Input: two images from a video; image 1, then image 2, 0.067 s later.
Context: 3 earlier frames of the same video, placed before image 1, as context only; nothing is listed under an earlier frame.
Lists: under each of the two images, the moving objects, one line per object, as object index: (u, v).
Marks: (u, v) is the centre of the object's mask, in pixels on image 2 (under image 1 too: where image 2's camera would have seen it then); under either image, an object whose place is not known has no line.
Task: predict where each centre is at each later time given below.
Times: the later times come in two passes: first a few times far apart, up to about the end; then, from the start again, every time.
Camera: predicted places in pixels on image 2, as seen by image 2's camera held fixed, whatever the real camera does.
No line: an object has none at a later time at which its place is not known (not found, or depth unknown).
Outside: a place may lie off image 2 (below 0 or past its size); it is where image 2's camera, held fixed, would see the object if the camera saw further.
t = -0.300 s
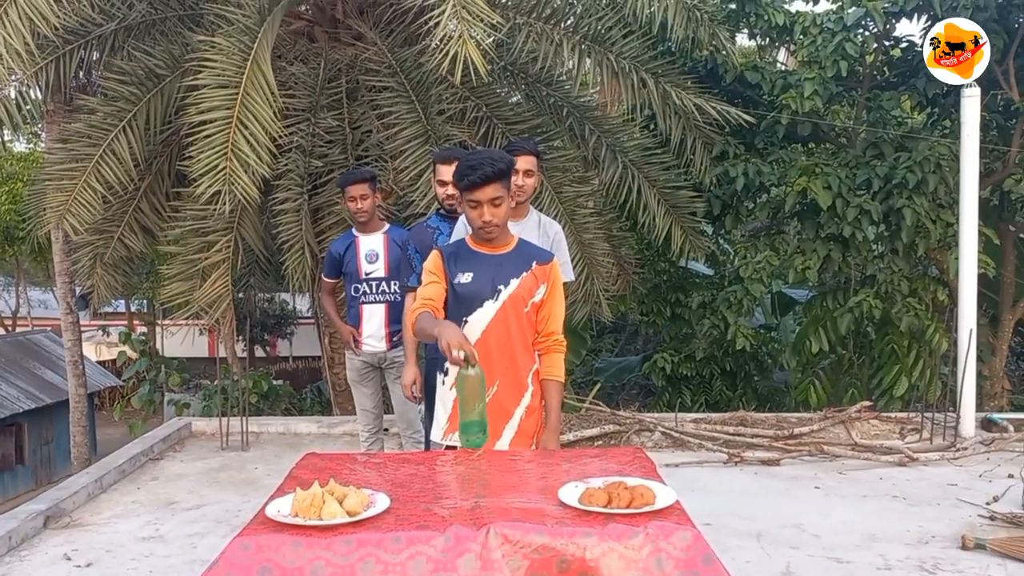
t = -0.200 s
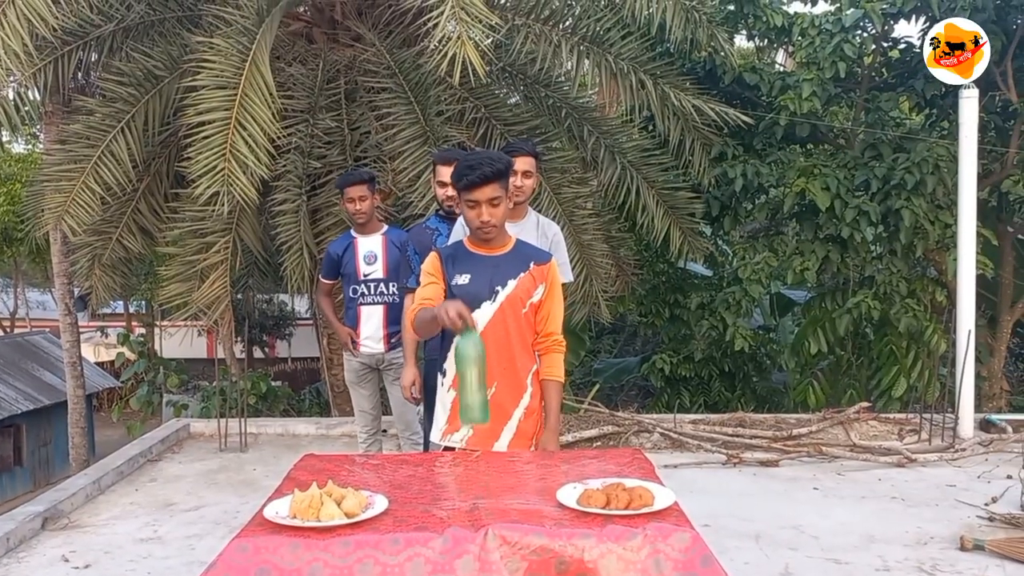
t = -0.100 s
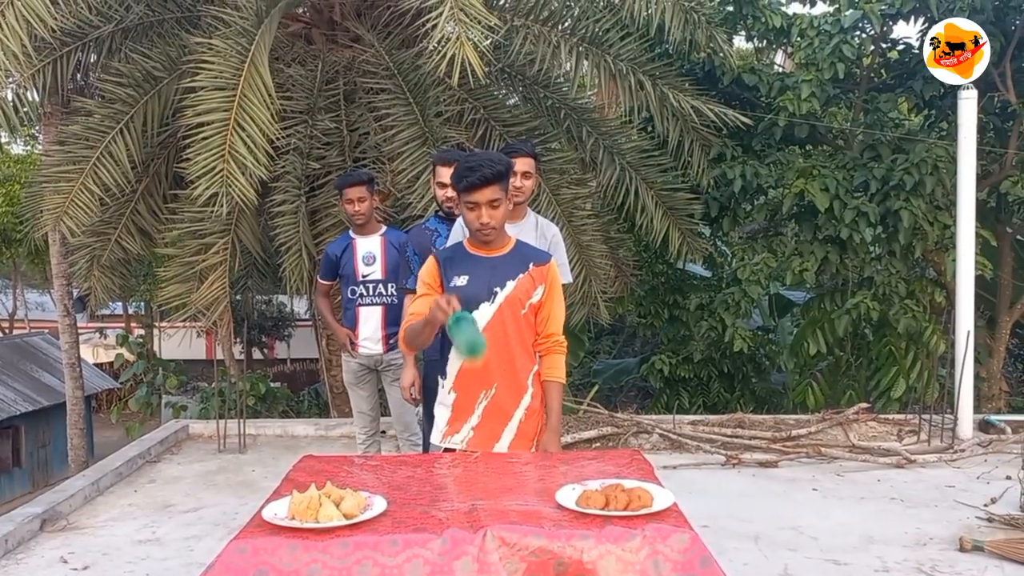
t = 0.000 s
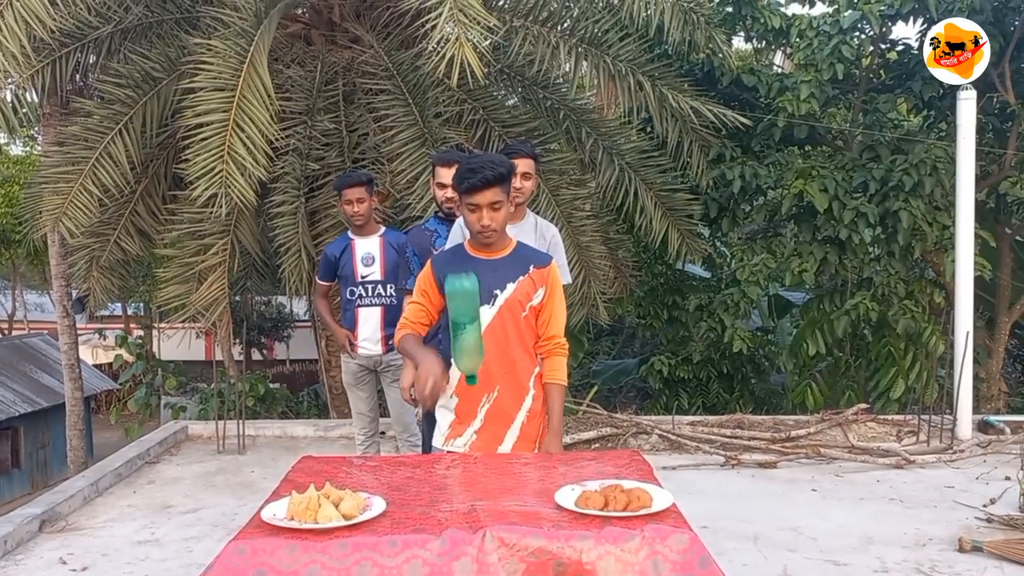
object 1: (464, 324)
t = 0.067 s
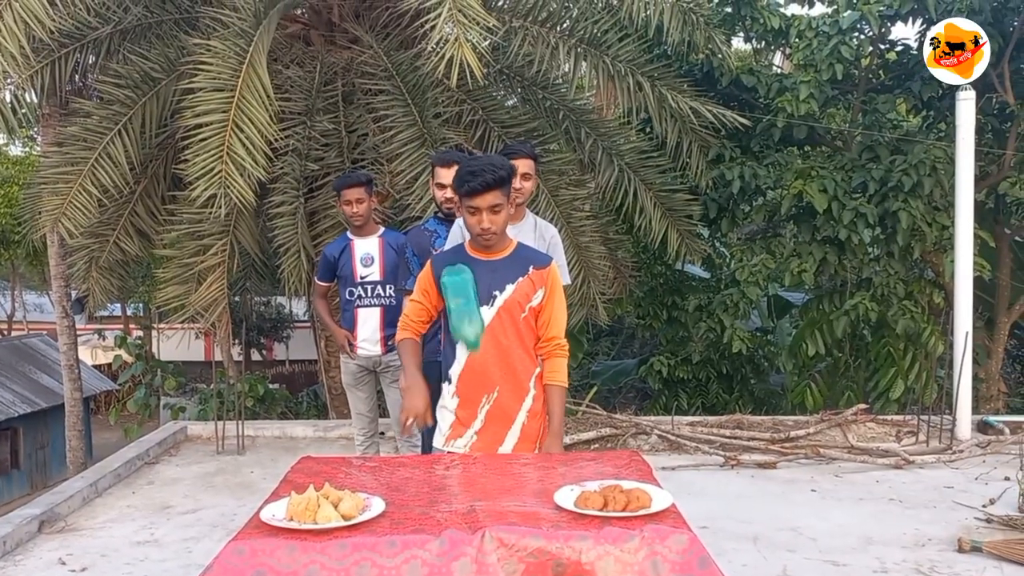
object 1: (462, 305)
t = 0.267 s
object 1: (449, 361)
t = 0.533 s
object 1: (426, 423)
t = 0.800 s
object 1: (415, 421)
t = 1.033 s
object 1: (445, 418)
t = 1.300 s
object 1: (439, 418)
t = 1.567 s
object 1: (435, 418)
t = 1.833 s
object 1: (438, 418)
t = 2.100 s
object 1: (438, 418)
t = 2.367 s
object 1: (437, 418)
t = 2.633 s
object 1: (438, 418)
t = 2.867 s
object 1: (437, 419)
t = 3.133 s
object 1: (437, 418)
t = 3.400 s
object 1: (438, 420)
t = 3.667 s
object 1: (437, 421)
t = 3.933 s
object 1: (437, 420)
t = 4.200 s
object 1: (437, 420)
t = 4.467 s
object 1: (437, 421)
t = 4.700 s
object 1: (437, 420)
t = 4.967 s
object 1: (437, 421)
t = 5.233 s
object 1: (437, 420)
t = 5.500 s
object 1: (437, 418)
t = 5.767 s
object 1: (436, 418)
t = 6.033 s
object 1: (436, 420)
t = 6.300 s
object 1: (437, 420)
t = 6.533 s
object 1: (437, 419)
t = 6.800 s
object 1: (437, 419)
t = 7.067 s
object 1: (436, 418)
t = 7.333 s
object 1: (436, 418)
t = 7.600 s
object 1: (436, 418)
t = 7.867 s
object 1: (437, 418)
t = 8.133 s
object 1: (436, 418)
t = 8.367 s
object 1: (437, 418)
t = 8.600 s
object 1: (436, 418)
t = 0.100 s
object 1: (459, 297)
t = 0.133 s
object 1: (458, 301)
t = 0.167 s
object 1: (455, 307)
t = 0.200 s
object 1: (453, 320)
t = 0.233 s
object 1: (451, 338)
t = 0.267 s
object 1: (449, 361)
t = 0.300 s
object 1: (447, 392)
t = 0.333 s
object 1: (444, 418)
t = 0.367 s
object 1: (441, 423)
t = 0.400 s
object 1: (437, 423)
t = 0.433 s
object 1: (434, 423)
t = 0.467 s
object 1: (431, 423)
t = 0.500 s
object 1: (429, 423)
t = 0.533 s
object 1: (426, 423)
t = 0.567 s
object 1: (422, 423)
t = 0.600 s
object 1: (420, 424)
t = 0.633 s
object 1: (419, 422)
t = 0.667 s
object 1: (418, 422)
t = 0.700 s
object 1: (417, 421)
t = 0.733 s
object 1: (416, 421)
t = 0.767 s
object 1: (416, 422)
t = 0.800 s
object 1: (415, 421)
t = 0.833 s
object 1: (417, 422)
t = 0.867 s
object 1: (419, 422)
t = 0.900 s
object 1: (423, 418)
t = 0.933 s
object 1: (428, 419)
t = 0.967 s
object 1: (435, 418)
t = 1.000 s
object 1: (442, 418)
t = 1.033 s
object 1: (445, 418)
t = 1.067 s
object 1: (445, 419)
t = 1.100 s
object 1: (442, 419)
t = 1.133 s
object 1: (440, 419)
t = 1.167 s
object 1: (437, 417)
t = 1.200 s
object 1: (436, 418)
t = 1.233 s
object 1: (438, 418)
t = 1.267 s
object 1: (440, 418)
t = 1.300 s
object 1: (439, 418)
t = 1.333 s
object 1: (436, 417)
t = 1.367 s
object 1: (435, 417)
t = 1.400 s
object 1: (437, 418)
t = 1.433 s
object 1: (439, 418)
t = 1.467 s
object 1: (440, 418)
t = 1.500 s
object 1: (439, 417)
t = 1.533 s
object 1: (436, 419)
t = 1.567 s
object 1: (435, 418)
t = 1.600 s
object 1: (436, 417)
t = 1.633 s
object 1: (437, 417)
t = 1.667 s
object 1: (438, 418)
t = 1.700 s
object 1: (437, 418)
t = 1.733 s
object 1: (437, 418)
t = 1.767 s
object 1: (438, 418)
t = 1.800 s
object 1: (439, 418)
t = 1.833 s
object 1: (438, 418)
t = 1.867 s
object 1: (438, 418)
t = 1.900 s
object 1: (437, 418)
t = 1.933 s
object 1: (436, 418)
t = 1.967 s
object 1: (437, 418)
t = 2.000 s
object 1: (438, 418)
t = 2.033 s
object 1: (438, 418)
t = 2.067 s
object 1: (438, 418)
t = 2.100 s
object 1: (438, 418)
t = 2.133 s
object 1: (437, 418)
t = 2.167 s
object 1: (437, 418)
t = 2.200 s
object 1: (437, 418)
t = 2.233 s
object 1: (437, 418)
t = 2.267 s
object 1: (438, 418)
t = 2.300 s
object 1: (438, 418)
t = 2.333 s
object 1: (438, 418)
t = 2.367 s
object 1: (437, 418)
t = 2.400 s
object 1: (437, 418)
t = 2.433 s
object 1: (437, 418)
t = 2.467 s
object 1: (437, 418)
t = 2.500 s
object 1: (437, 418)
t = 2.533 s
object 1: (437, 418)
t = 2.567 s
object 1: (436, 418)
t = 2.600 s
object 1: (437, 417)
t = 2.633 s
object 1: (438, 418)
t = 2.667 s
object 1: (439, 418)
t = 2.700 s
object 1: (439, 417)
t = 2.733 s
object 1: (438, 417)
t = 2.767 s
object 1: (437, 418)
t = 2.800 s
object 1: (436, 418)
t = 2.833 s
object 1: (437, 419)
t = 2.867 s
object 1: (437, 419)
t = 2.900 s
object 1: (437, 419)
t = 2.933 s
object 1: (437, 419)
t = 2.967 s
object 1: (438, 419)
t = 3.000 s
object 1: (438, 419)
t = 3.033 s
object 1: (439, 419)
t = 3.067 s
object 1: (439, 418)
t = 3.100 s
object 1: (438, 418)
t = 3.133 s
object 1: (437, 418)
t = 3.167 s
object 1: (436, 418)
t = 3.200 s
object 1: (437, 418)
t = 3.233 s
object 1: (437, 420)
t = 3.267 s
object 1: (438, 420)
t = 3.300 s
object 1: (438, 420)
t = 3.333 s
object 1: (438, 420)
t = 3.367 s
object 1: (438, 420)
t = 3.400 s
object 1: (438, 420)
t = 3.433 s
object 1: (437, 420)
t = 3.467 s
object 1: (437, 421)
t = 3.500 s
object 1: (437, 421)
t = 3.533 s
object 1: (436, 421)
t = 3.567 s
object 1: (436, 420)
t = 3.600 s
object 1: (436, 421)
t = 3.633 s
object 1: (437, 421)
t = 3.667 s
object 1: (437, 421)
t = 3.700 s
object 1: (437, 420)
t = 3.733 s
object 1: (437, 421)
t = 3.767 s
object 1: (437, 421)
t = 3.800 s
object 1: (436, 420)
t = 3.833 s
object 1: (437, 420)
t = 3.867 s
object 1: (437, 421)
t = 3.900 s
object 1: (437, 420)
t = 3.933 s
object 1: (437, 420)
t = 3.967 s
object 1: (437, 421)
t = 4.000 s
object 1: (437, 420)
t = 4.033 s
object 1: (437, 420)
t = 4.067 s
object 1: (437, 420)
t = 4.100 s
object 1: (437, 420)
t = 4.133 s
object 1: (437, 420)
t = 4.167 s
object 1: (437, 420)
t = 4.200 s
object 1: (437, 420)
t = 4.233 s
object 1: (437, 420)
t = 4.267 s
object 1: (437, 420)
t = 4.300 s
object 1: (437, 421)
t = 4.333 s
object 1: (437, 420)
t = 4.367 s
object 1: (437, 421)
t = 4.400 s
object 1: (437, 420)
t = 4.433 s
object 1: (437, 421)
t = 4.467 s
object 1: (437, 421)
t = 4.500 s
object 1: (437, 421)
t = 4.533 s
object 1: (437, 421)
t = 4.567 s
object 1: (437, 421)
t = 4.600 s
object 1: (437, 420)
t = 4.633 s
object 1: (438, 421)
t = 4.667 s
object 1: (438, 421)
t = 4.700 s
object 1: (437, 420)
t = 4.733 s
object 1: (437, 420)
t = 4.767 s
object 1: (437, 421)
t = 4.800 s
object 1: (437, 421)
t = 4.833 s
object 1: (437, 421)
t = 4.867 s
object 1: (437, 421)
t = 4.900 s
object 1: (437, 421)
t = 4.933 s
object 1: (437, 421)
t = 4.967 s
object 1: (437, 421)
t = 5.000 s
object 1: (437, 421)
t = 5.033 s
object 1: (437, 421)
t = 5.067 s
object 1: (437, 421)
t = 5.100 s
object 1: (437, 420)
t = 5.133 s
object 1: (437, 421)
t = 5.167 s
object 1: (437, 421)
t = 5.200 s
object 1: (437, 420)
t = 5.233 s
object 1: (437, 420)
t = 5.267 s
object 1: (437, 420)
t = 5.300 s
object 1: (437, 420)
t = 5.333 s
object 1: (437, 420)
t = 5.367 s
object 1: (437, 420)
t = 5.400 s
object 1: (437, 420)
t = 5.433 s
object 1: (437, 419)
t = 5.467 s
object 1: (437, 419)
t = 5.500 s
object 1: (437, 418)
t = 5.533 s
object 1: (437, 418)
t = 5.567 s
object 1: (437, 417)
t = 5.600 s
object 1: (437, 417)
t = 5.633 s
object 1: (437, 417)
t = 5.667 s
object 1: (436, 418)
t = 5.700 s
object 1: (437, 417)
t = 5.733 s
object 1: (436, 417)
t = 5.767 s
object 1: (436, 418)
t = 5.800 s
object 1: (437, 418)
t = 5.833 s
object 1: (437, 418)
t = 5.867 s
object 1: (436, 418)
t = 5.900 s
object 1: (436, 418)
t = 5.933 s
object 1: (437, 418)
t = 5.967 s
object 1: (437, 418)
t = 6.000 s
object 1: (436, 420)
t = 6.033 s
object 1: (436, 420)
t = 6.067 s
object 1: (436, 420)
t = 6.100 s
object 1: (437, 420)
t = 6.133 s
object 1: (437, 420)
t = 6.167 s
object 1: (436, 420)
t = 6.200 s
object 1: (436, 420)
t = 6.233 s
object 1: (437, 420)
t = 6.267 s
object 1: (437, 420)
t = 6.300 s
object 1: (437, 420)
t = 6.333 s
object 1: (437, 420)
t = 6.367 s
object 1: (437, 420)
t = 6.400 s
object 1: (437, 420)
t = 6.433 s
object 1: (437, 419)
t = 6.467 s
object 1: (437, 420)
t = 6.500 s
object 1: (437, 420)
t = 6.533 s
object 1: (437, 419)
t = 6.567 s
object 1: (437, 420)
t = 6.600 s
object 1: (437, 420)
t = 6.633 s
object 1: (437, 420)
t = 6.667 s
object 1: (437, 419)
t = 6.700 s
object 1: (437, 420)
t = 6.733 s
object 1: (437, 420)
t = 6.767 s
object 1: (437, 420)
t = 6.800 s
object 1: (437, 419)
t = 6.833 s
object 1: (437, 420)
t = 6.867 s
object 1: (436, 419)
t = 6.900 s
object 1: (436, 419)
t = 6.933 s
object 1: (436, 418)
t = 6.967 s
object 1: (436, 418)
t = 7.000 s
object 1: (436, 419)
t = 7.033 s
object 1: (436, 419)
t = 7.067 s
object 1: (436, 418)
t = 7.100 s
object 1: (436, 418)
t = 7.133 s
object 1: (436, 418)
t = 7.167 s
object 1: (436, 418)
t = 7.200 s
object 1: (436, 418)
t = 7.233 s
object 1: (436, 418)
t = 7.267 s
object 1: (436, 418)
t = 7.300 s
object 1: (436, 418)
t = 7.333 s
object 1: (436, 418)
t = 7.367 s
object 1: (436, 418)
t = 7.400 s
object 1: (436, 418)
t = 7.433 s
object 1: (436, 418)
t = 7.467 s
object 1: (436, 417)
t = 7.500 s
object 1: (436, 419)
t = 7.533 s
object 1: (436, 419)
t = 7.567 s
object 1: (436, 418)
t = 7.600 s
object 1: (436, 418)
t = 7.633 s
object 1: (436, 418)
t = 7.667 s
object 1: (436, 418)
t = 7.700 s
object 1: (436, 418)
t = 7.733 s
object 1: (436, 418)
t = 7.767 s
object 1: (436, 418)
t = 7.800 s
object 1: (436, 417)
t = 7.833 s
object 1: (436, 418)
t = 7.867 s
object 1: (437, 418)
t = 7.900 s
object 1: (436, 418)
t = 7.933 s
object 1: (436, 418)
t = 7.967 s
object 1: (436, 418)
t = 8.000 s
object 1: (436, 418)
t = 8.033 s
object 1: (436, 418)
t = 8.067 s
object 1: (436, 418)
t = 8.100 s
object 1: (436, 418)
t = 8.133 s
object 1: (436, 418)
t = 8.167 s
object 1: (436, 418)
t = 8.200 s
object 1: (437, 420)
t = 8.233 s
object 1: (436, 418)
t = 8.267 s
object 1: (436, 418)
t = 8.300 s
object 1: (436, 418)
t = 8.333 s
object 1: (436, 418)
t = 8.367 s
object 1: (437, 418)
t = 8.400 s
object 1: (437, 418)
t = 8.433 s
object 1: (437, 418)
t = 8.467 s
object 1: (436, 418)
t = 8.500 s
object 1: (437, 418)
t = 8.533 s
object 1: (437, 418)
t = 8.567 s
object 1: (436, 418)
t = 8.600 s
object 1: (436, 418)
